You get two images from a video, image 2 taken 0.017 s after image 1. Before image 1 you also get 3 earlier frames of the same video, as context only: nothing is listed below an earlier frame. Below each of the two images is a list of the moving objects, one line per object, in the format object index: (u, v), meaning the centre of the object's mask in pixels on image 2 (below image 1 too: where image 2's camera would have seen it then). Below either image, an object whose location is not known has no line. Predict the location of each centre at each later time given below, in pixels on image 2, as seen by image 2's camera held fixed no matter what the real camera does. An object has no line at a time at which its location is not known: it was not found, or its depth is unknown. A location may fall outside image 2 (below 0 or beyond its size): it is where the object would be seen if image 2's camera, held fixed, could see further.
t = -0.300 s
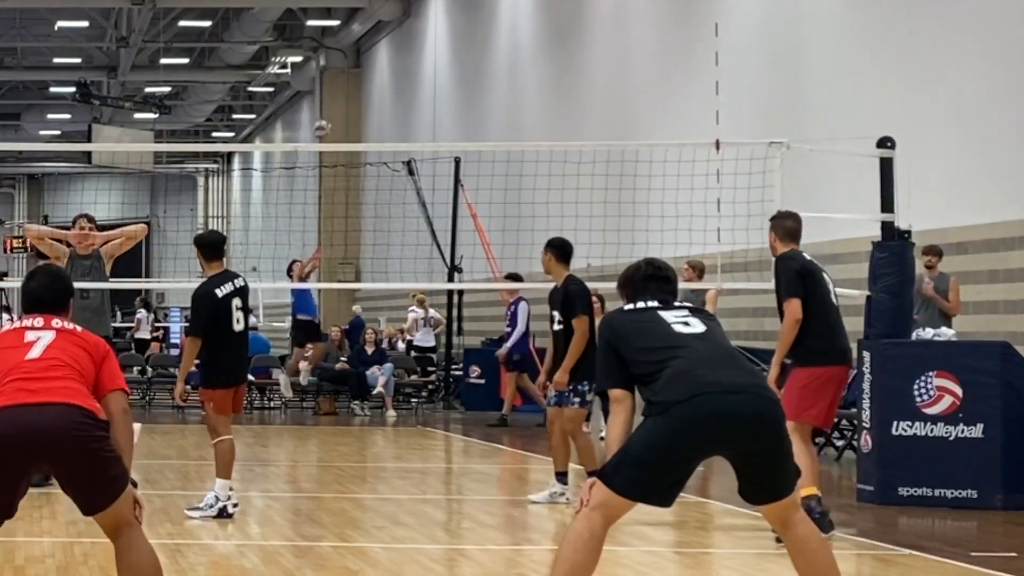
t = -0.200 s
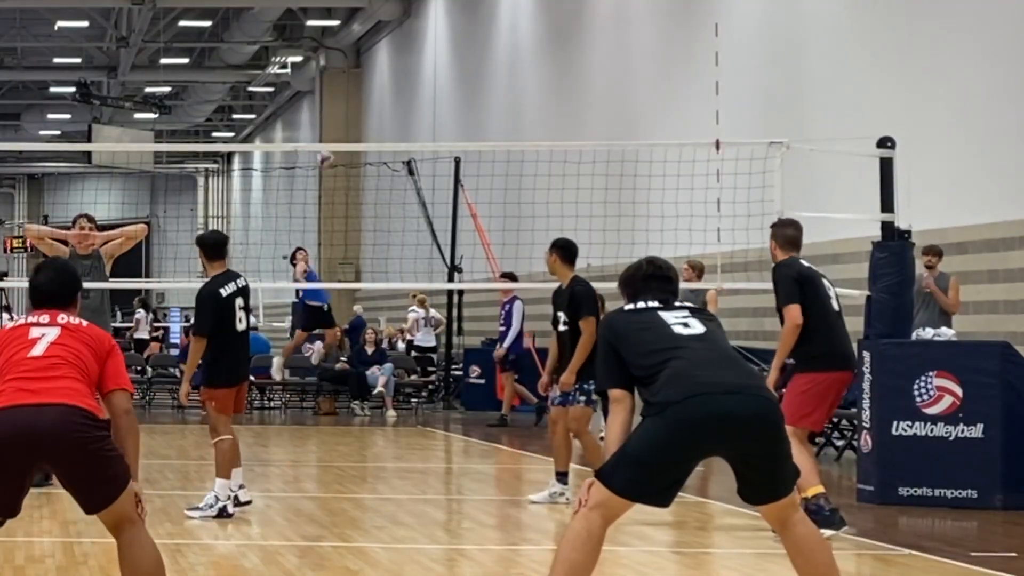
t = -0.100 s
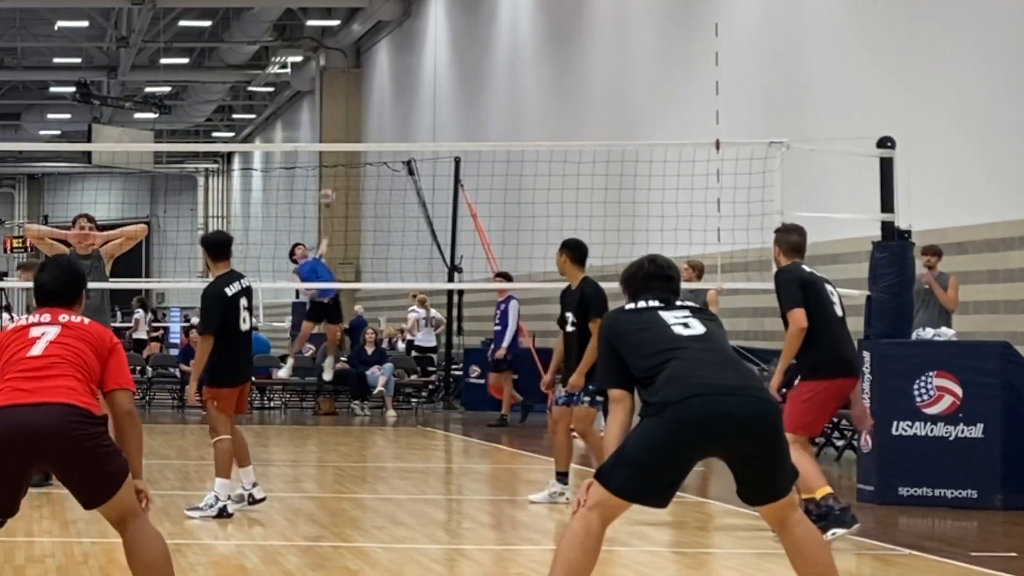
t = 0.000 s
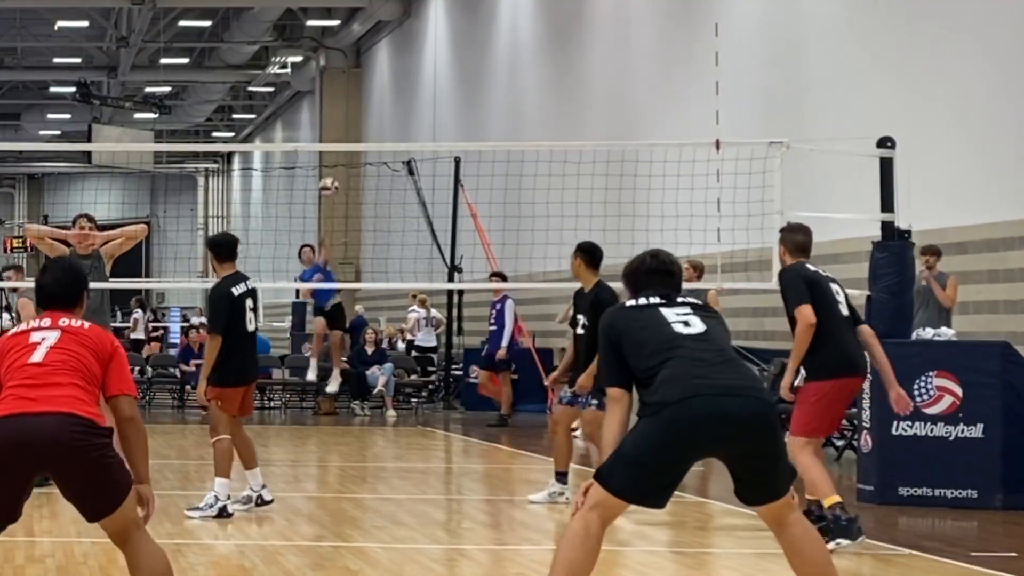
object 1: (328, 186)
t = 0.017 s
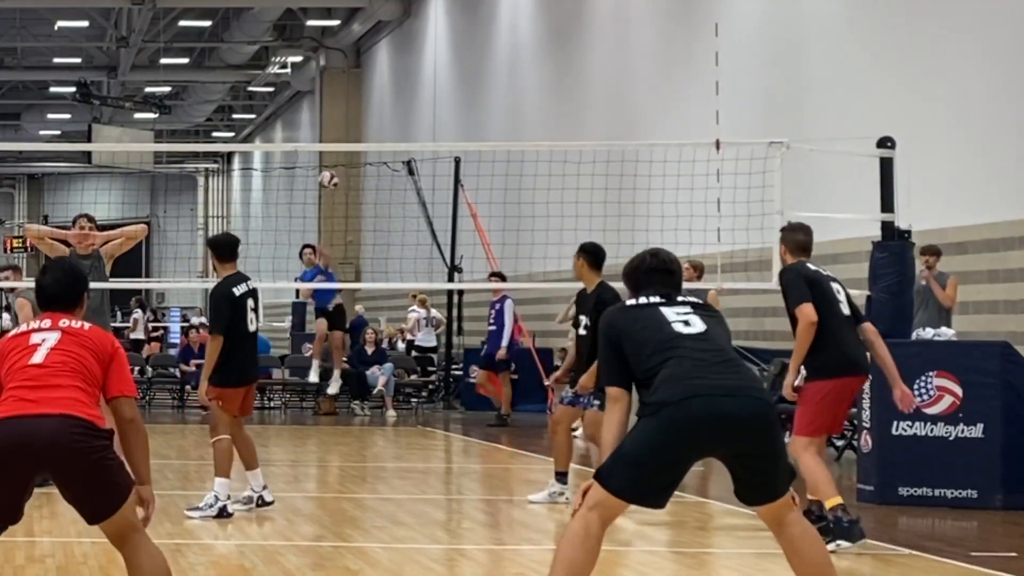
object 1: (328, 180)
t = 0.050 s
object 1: (326, 168)
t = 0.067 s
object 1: (327, 161)
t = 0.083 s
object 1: (325, 159)
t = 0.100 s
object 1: (325, 154)
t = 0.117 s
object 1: (323, 145)
